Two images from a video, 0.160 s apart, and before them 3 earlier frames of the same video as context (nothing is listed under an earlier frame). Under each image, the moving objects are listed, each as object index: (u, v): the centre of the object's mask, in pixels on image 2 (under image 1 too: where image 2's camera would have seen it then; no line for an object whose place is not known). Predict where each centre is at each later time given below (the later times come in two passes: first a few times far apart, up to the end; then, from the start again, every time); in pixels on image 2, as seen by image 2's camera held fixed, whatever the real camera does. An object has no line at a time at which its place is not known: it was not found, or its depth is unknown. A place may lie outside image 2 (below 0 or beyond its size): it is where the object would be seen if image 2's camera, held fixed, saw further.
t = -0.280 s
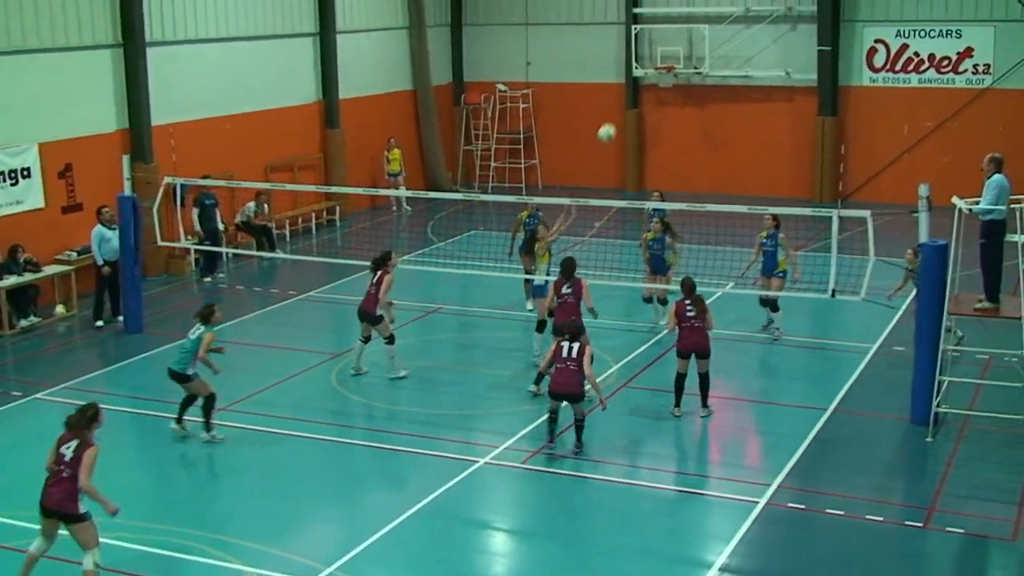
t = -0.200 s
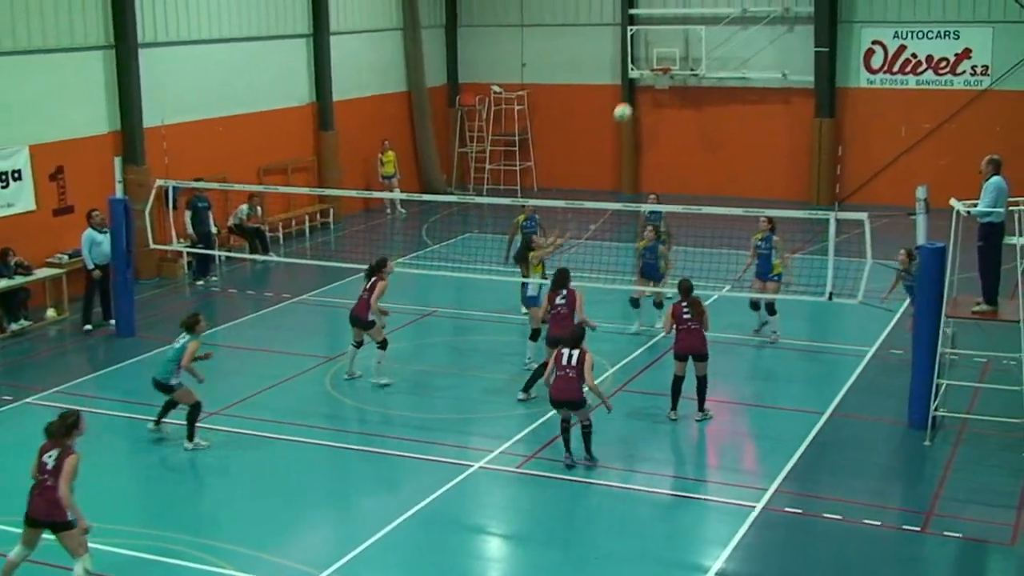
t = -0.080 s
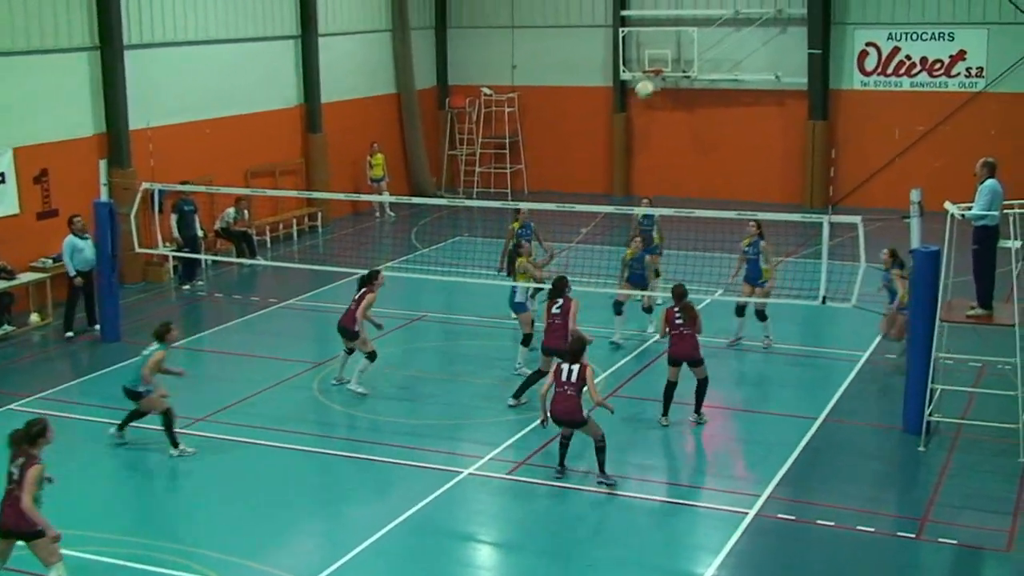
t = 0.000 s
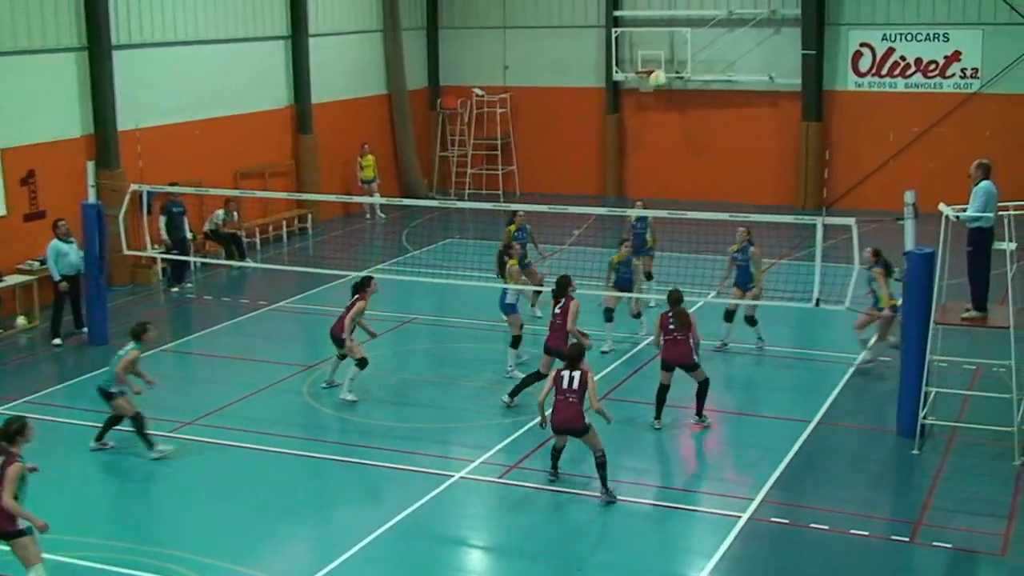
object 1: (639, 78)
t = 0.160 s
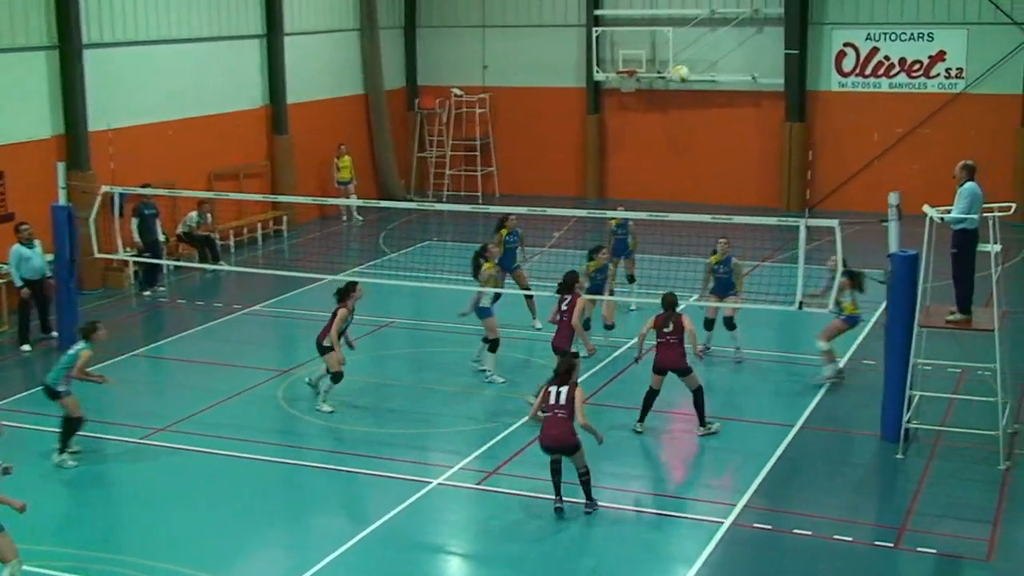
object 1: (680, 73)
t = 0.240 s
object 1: (699, 78)
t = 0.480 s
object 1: (759, 126)
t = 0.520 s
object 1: (769, 139)
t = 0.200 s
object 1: (690, 75)
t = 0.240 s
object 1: (699, 78)
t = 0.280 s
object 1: (710, 83)
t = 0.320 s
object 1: (720, 89)
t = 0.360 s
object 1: (731, 96)
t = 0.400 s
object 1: (740, 104)
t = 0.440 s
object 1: (749, 115)
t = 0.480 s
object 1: (759, 126)
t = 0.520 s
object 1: (769, 139)
